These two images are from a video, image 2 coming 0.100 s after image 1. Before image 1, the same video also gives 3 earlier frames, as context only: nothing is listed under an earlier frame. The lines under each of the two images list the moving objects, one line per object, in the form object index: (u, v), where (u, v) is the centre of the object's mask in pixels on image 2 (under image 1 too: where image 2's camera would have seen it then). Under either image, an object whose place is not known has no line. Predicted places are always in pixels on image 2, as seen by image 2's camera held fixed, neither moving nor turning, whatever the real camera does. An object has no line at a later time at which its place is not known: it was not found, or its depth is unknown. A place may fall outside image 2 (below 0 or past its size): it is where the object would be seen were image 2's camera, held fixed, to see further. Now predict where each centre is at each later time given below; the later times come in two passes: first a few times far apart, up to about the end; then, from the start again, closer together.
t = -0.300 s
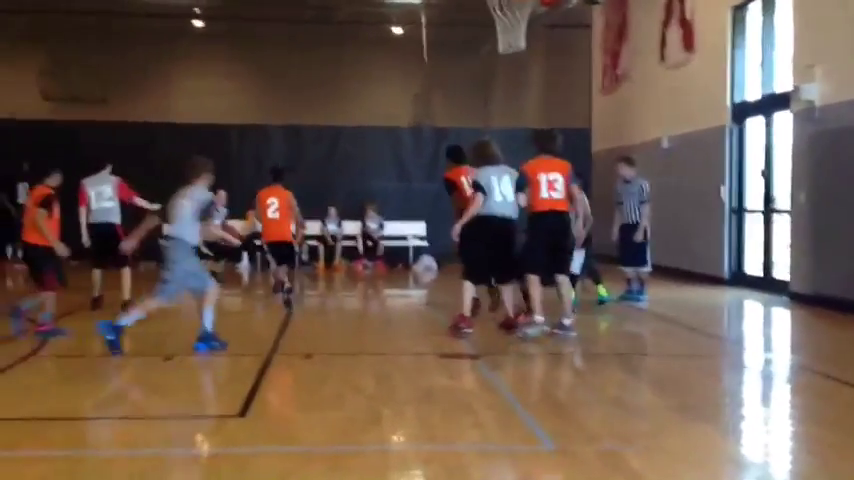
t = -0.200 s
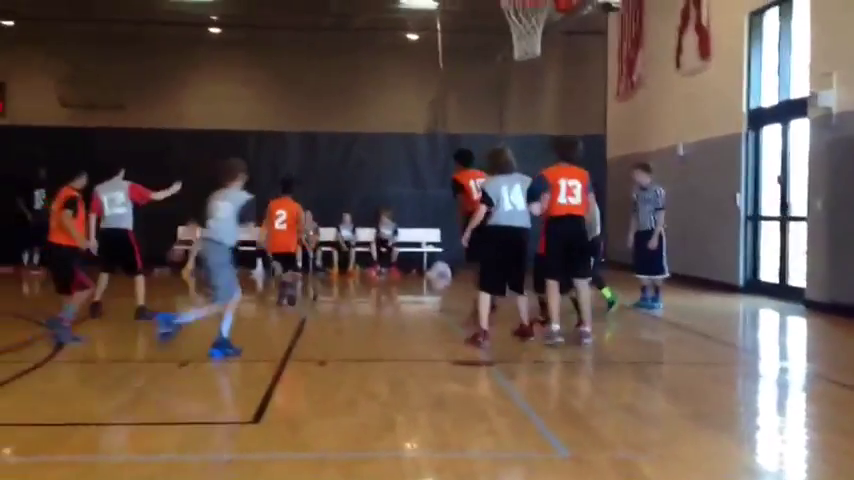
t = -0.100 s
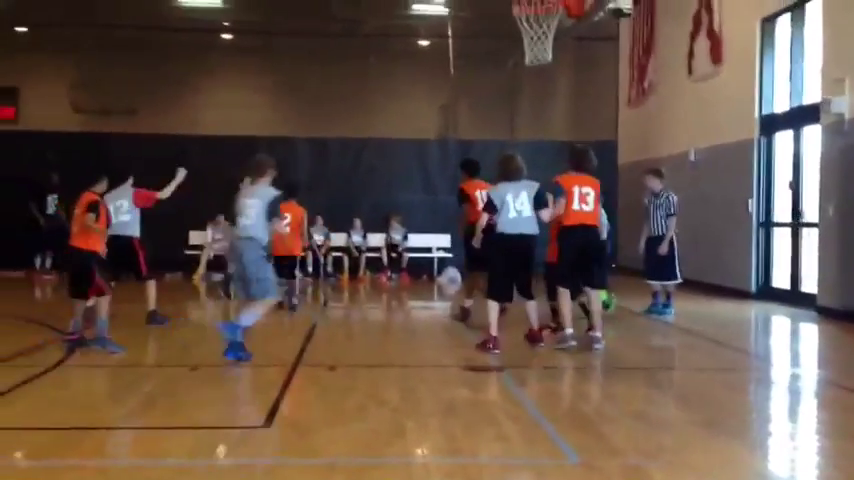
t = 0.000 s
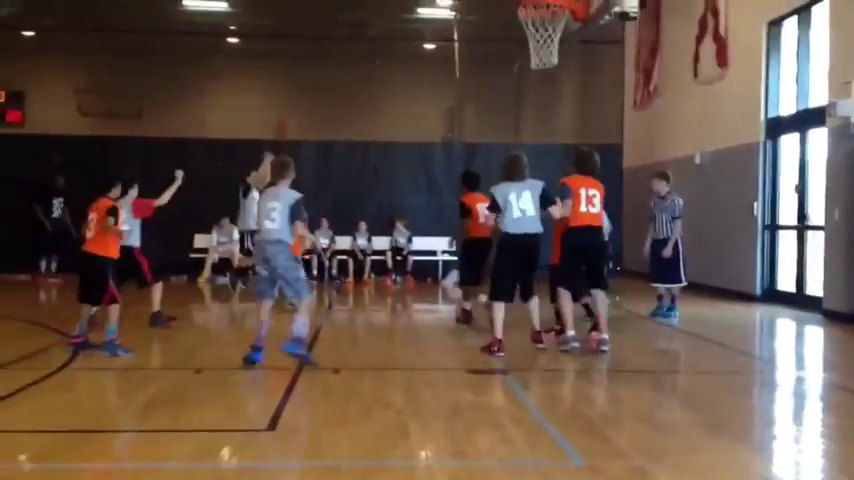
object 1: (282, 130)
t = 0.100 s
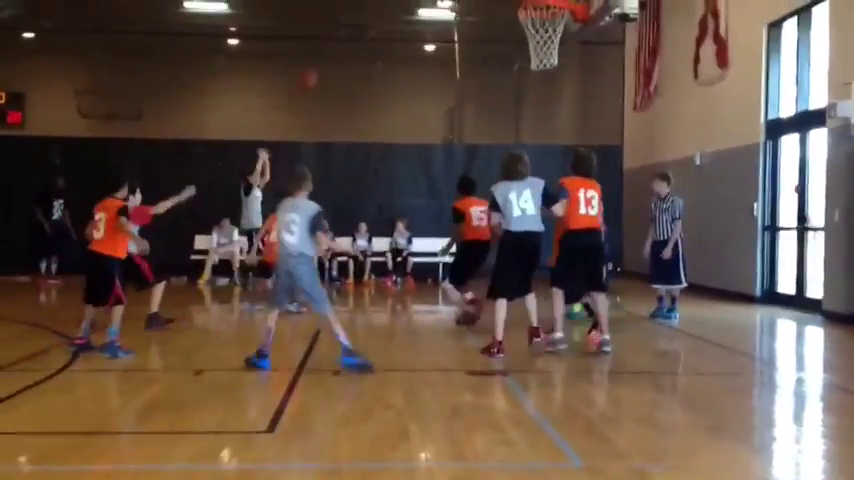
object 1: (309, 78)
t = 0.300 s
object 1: (353, -6)
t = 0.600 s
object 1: (427, -79)
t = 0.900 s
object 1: (511, -81)
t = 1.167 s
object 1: (554, -9)
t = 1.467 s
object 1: (516, 55)
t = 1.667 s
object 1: (502, 113)
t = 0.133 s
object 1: (316, 62)
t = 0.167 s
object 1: (323, 48)
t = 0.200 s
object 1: (330, 34)
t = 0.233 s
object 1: (337, 19)
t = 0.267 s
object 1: (345, 7)
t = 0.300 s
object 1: (353, -6)
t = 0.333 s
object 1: (361, -18)
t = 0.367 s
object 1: (369, -30)
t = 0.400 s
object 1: (376, -40)
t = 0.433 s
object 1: (384, -50)
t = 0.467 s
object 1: (393, -55)
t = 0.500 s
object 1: (402, -59)
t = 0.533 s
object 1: (409, -65)
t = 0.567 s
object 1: (419, -73)
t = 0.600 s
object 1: (427, -79)
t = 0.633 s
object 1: (436, -84)
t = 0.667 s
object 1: (445, -89)
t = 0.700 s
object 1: (453, -92)
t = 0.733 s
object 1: (463, -91)
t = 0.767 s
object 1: (470, -93)
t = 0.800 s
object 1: (481, -91)
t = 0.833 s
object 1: (490, -88)
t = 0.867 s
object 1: (500, -85)
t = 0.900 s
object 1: (511, -81)
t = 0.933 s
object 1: (521, -75)
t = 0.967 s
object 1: (531, -66)
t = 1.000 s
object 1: (541, -57)
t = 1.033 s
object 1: (551, -48)
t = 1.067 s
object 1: (561, -38)
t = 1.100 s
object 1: (566, -24)
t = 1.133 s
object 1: (562, -16)
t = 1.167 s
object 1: (554, -9)
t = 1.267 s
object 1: (529, 39)
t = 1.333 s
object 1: (519, 47)
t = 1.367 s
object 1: (520, 47)
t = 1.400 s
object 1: (520, 48)
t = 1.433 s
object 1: (519, 50)
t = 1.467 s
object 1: (516, 55)
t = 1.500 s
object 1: (515, 60)
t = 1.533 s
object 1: (512, 68)
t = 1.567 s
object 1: (509, 78)
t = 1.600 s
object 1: (506, 88)
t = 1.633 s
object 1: (505, 99)
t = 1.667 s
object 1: (502, 113)
